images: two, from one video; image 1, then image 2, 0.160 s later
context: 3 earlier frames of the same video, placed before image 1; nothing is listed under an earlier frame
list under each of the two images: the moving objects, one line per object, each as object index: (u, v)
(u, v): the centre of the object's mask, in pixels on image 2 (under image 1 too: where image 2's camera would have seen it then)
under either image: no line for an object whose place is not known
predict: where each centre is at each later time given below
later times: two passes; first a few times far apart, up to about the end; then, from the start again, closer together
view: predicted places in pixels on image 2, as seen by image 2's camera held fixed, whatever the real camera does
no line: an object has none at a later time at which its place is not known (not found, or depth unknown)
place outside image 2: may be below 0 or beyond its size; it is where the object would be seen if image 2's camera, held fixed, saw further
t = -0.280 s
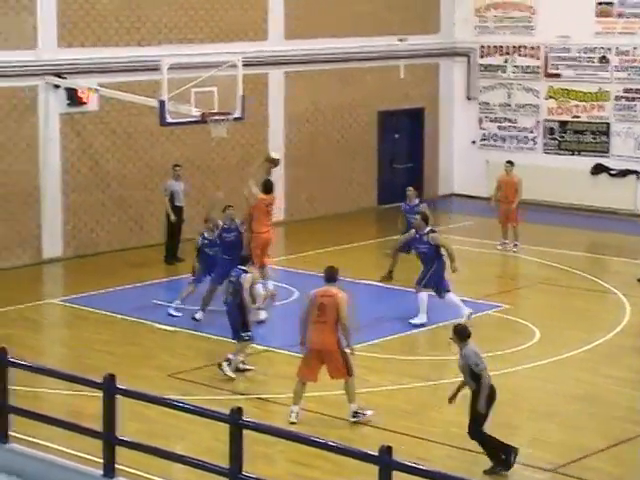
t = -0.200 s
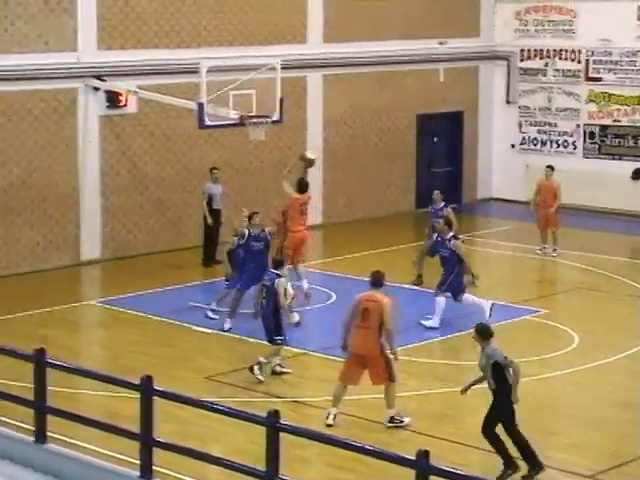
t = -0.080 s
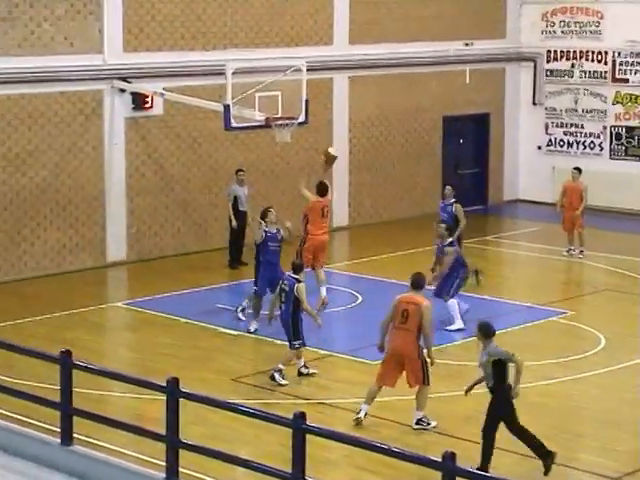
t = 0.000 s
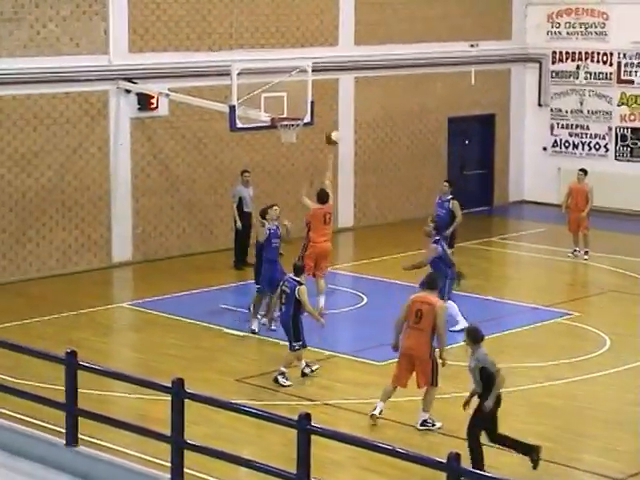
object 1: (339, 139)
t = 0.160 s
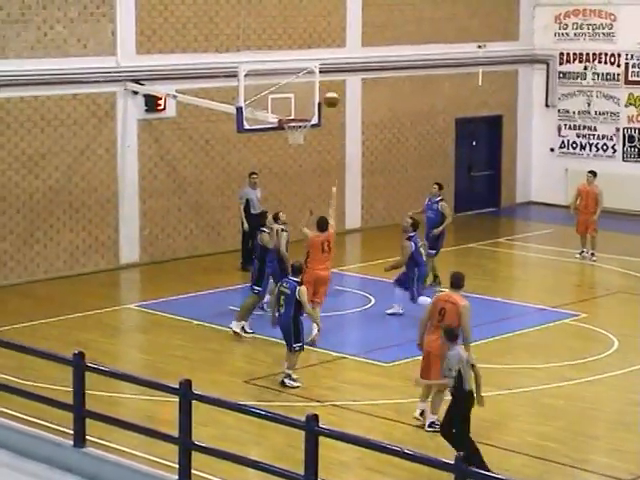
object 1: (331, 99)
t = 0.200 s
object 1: (329, 92)
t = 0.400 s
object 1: (321, 75)
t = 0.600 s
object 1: (312, 83)
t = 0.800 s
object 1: (305, 111)
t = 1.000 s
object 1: (296, 86)
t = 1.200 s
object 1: (295, 81)
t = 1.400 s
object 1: (299, 94)
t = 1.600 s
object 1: (297, 115)
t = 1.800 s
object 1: (293, 130)
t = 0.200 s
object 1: (329, 92)
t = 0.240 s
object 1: (327, 87)
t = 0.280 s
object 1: (325, 83)
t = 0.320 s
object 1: (324, 78)
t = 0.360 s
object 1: (323, 76)
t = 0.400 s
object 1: (321, 75)
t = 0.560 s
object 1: (314, 78)
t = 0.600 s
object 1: (312, 83)
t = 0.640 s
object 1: (311, 85)
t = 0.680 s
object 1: (308, 91)
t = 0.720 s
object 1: (307, 98)
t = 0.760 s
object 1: (306, 104)
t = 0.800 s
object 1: (305, 111)
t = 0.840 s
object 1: (304, 108)
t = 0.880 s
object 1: (302, 101)
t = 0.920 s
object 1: (299, 96)
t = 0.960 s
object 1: (298, 91)
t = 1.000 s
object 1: (296, 86)
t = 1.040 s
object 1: (295, 83)
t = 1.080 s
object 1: (293, 82)
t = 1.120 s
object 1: (292, 79)
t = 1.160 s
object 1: (292, 79)
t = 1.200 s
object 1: (295, 81)
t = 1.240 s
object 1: (296, 81)
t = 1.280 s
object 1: (296, 83)
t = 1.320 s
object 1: (298, 85)
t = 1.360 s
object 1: (299, 90)
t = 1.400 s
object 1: (299, 94)
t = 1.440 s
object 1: (300, 100)
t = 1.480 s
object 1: (301, 106)
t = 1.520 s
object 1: (302, 114)
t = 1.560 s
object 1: (301, 116)
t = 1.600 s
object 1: (297, 115)
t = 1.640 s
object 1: (294, 118)
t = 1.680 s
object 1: (293, 120)
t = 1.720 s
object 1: (294, 124)
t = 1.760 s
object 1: (293, 126)
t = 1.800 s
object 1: (293, 130)
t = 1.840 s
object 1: (293, 134)
